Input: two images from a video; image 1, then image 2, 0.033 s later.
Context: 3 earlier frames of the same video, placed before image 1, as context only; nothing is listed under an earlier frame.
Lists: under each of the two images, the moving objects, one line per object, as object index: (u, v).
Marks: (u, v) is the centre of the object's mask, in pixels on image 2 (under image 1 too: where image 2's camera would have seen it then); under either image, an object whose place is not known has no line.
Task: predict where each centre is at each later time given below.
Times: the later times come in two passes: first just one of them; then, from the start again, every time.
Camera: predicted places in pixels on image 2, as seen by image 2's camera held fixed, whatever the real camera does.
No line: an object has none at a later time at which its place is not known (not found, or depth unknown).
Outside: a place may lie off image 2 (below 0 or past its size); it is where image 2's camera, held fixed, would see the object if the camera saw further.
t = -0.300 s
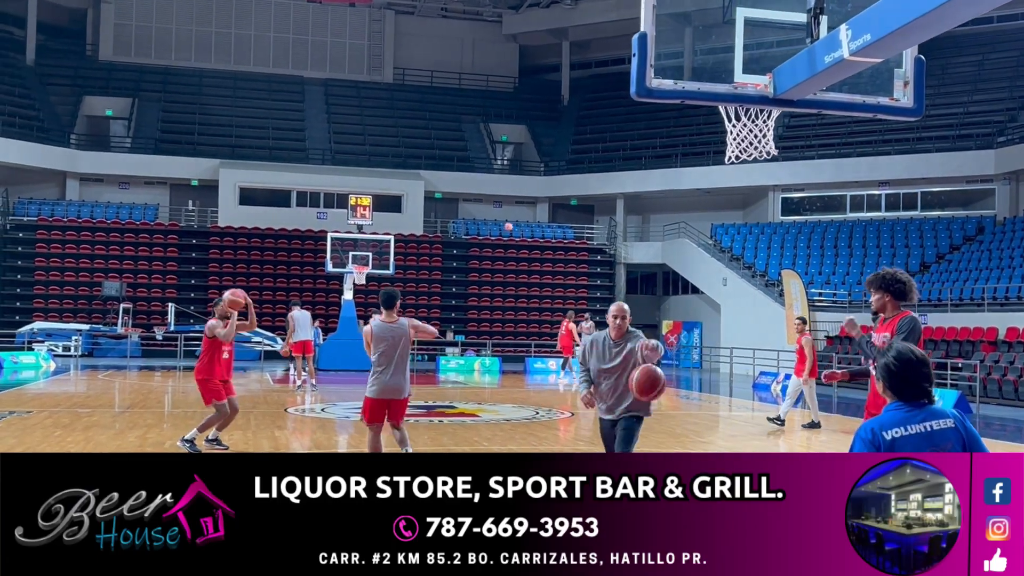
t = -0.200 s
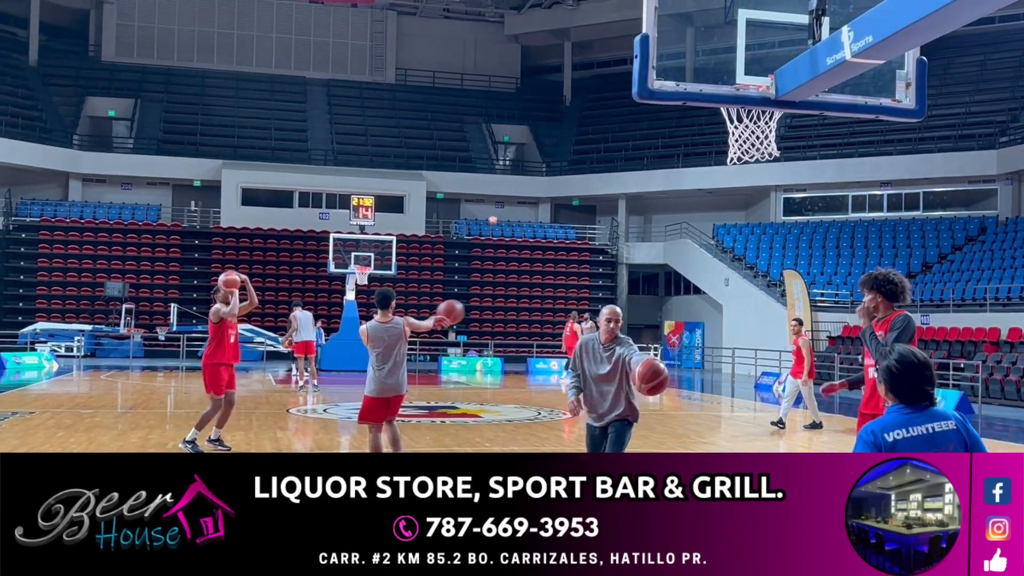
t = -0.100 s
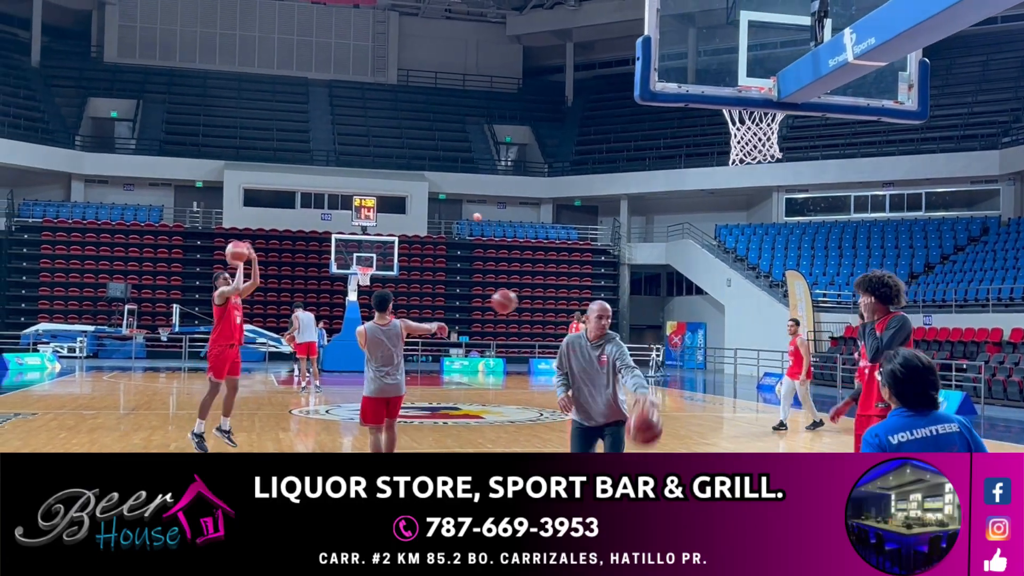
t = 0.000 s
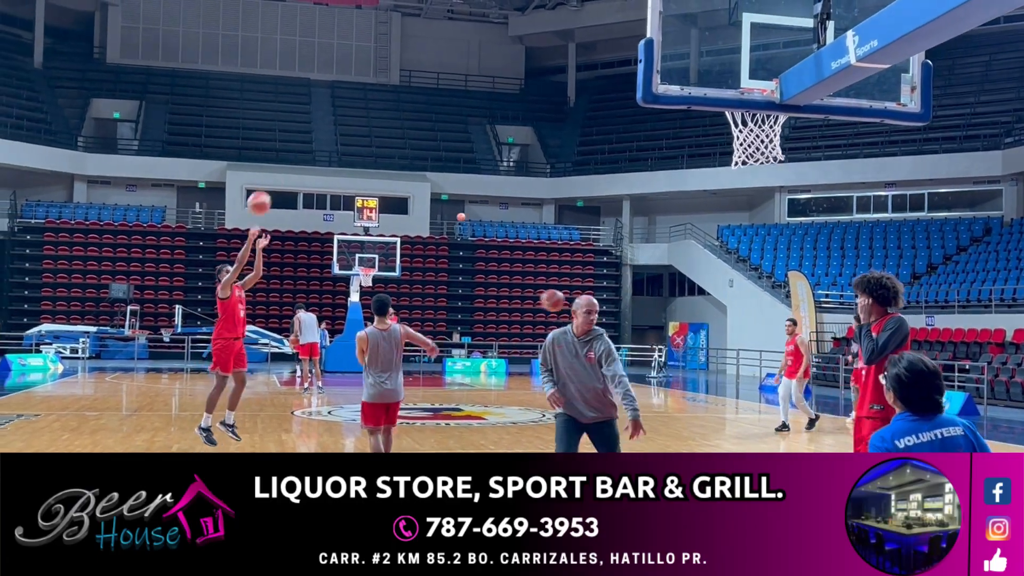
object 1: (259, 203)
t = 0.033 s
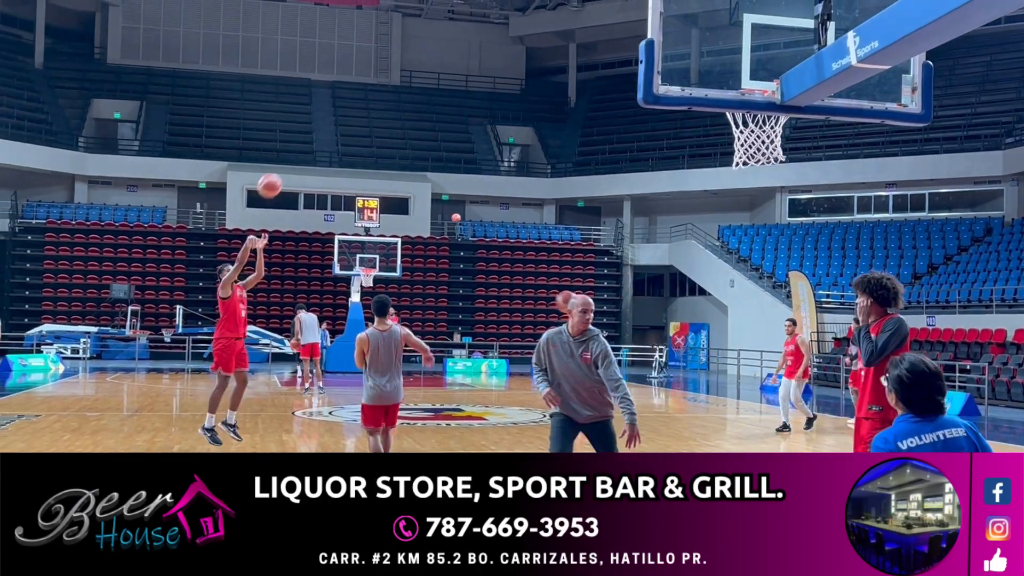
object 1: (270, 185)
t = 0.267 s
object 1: (346, 74)
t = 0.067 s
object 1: (280, 167)
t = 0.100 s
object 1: (291, 150)
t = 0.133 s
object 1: (301, 134)
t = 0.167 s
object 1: (312, 118)
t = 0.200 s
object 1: (323, 103)
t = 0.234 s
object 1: (335, 88)
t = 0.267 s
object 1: (346, 74)
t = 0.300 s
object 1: (358, 61)
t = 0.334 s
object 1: (370, 48)
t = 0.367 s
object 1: (382, 37)
